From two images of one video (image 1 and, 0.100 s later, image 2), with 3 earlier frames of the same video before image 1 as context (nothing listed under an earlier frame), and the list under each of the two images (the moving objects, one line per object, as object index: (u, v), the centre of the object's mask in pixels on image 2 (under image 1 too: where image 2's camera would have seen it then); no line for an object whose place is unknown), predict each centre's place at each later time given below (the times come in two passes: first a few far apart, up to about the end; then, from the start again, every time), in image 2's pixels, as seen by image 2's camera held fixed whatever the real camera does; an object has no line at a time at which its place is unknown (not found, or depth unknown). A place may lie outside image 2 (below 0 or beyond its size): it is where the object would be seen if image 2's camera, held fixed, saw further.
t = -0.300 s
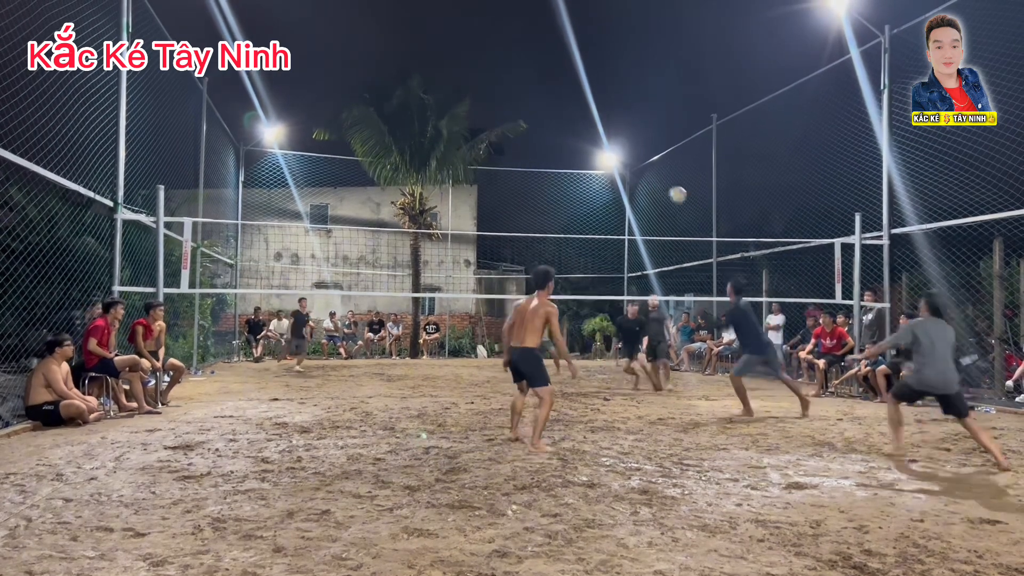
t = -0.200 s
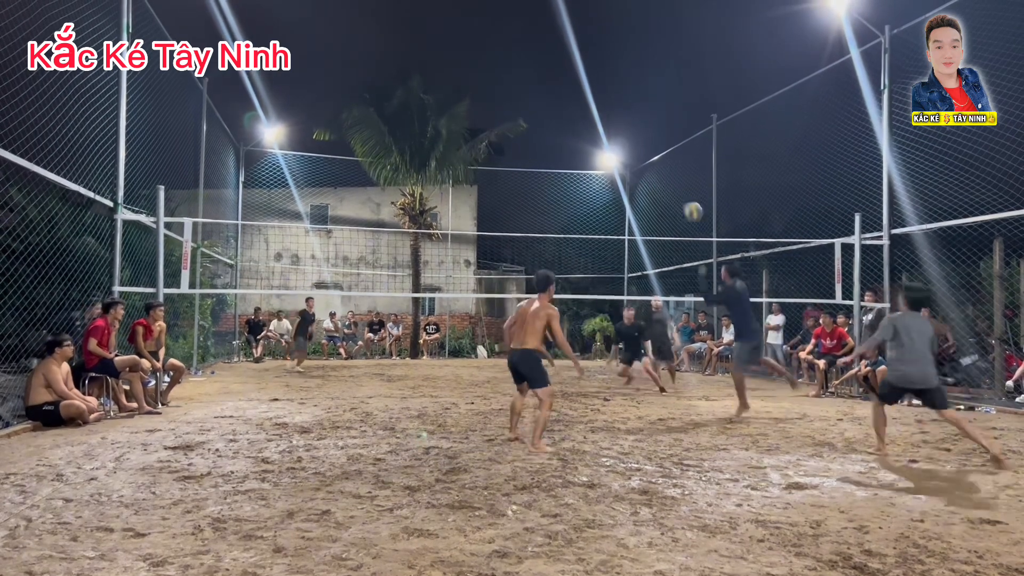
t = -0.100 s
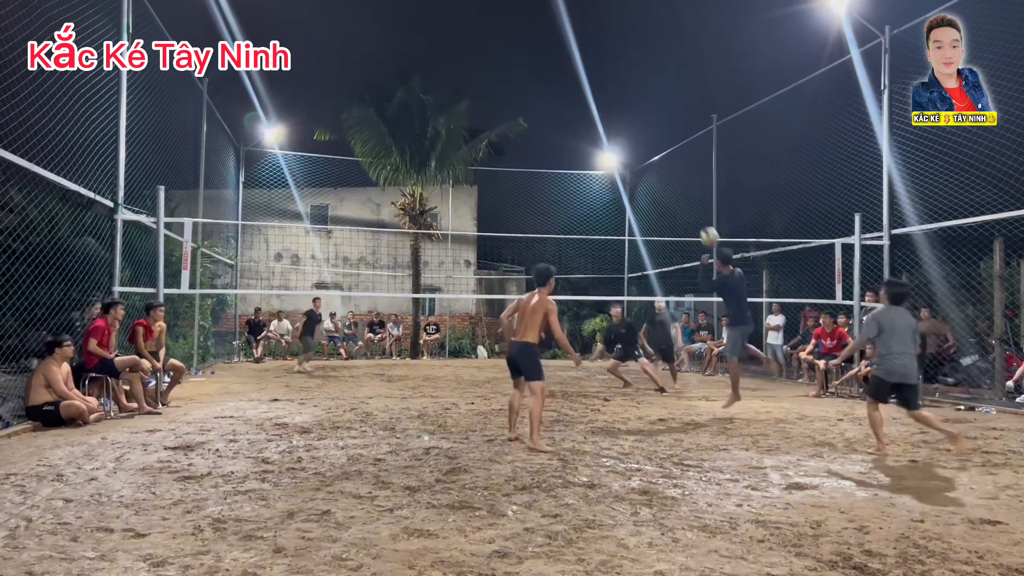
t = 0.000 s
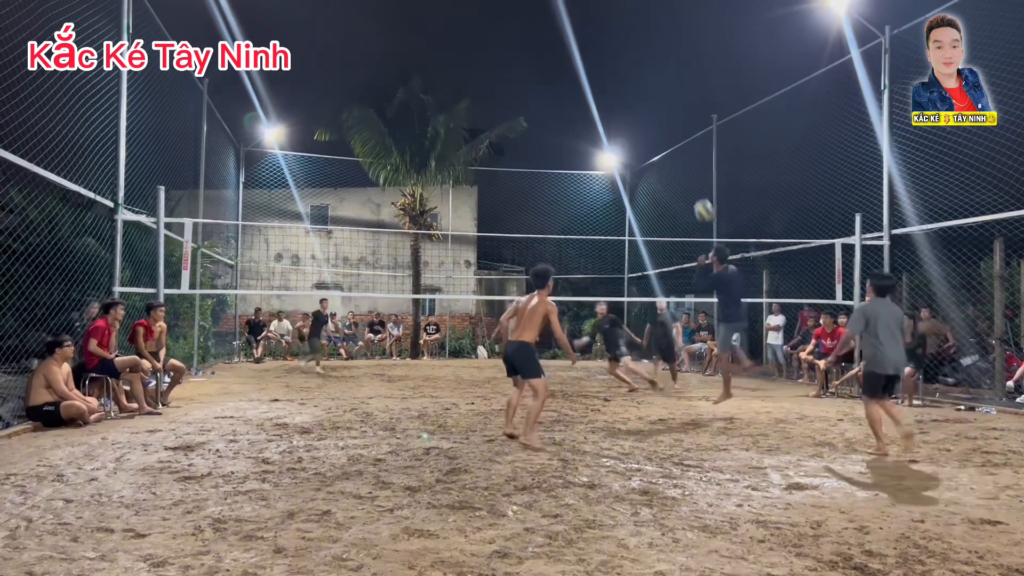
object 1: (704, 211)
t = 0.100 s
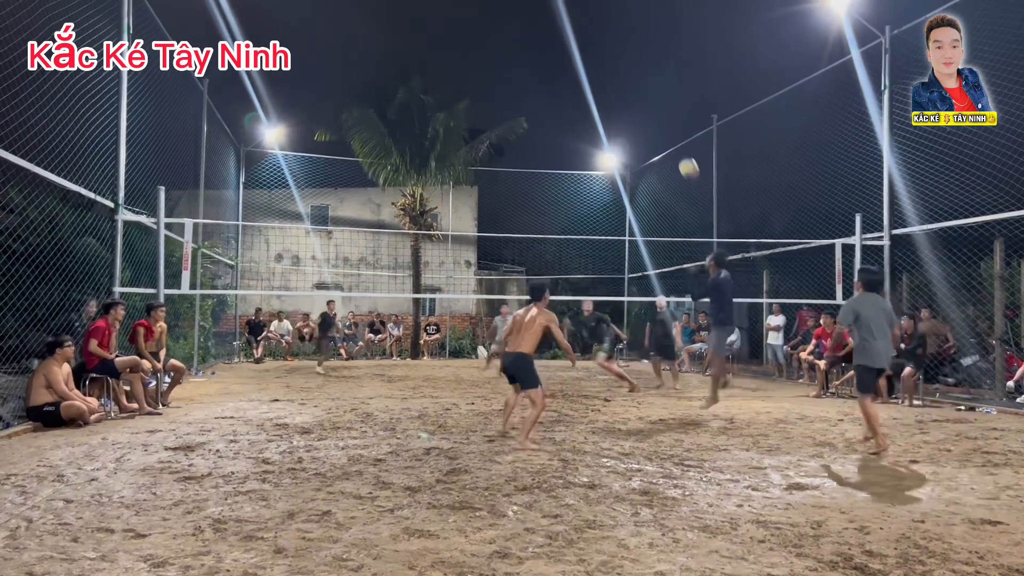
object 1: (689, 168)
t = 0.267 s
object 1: (663, 115)
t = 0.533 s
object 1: (621, 77)
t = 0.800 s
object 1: (576, 99)
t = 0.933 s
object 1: (553, 134)
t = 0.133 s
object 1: (684, 156)
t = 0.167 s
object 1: (678, 144)
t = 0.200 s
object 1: (673, 134)
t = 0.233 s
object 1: (668, 124)
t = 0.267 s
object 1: (663, 115)
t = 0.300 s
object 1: (658, 107)
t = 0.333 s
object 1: (653, 100)
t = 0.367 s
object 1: (648, 94)
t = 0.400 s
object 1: (642, 89)
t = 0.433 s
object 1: (637, 84)
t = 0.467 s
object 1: (632, 81)
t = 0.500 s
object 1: (626, 78)
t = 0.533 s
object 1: (621, 77)
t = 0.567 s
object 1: (616, 76)
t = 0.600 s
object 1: (610, 76)
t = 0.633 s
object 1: (604, 78)
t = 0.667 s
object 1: (599, 79)
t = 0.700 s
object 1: (593, 82)
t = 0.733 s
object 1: (588, 86)
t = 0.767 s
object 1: (582, 92)
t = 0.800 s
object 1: (576, 99)
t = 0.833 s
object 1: (570, 106)
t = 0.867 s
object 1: (565, 115)
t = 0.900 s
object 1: (559, 124)
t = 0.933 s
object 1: (553, 134)
